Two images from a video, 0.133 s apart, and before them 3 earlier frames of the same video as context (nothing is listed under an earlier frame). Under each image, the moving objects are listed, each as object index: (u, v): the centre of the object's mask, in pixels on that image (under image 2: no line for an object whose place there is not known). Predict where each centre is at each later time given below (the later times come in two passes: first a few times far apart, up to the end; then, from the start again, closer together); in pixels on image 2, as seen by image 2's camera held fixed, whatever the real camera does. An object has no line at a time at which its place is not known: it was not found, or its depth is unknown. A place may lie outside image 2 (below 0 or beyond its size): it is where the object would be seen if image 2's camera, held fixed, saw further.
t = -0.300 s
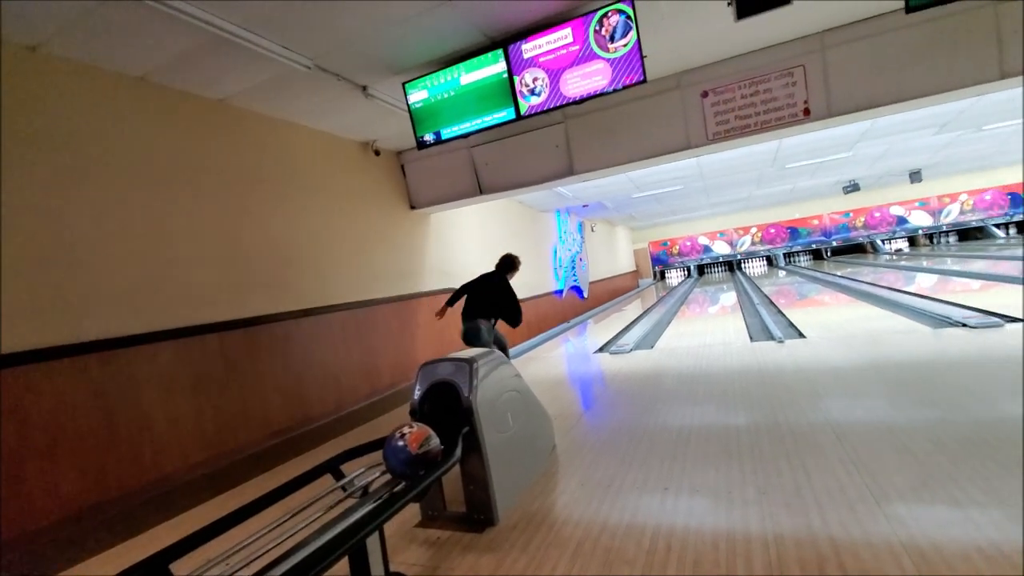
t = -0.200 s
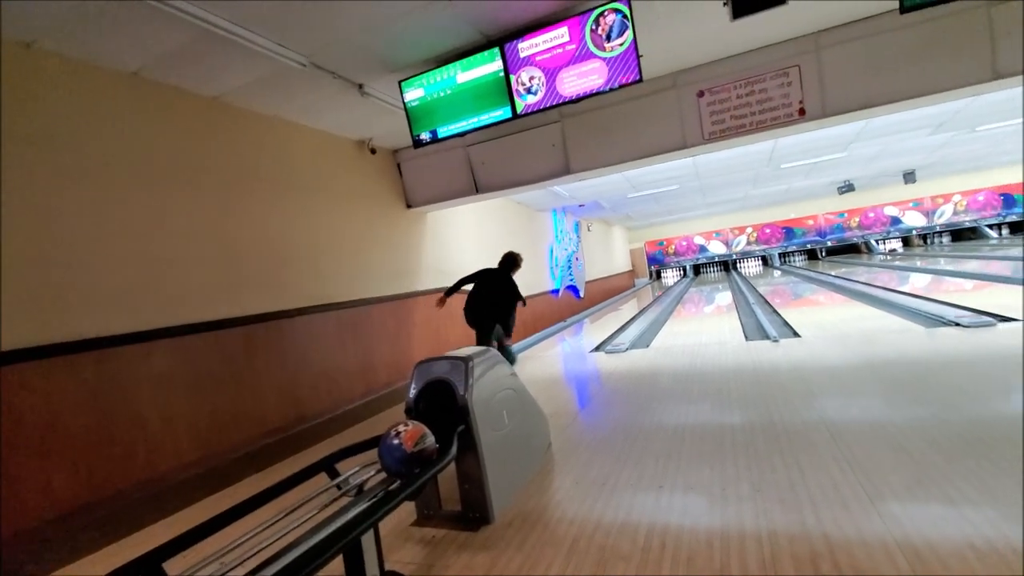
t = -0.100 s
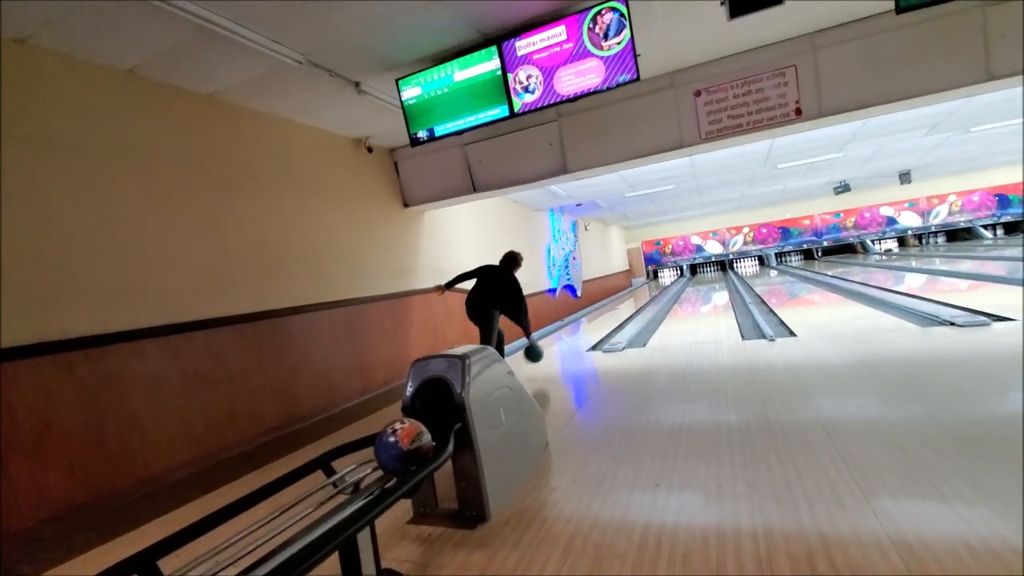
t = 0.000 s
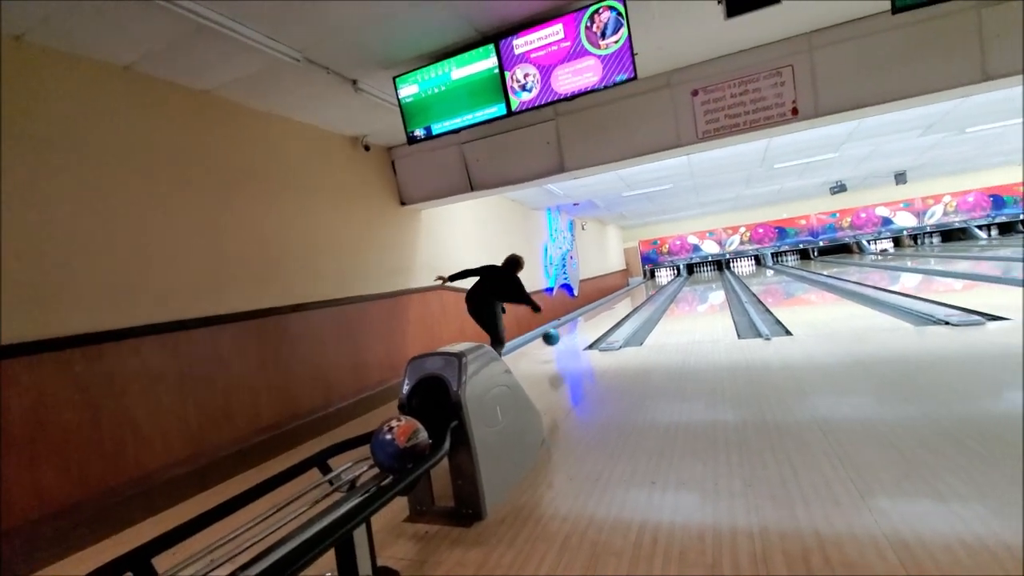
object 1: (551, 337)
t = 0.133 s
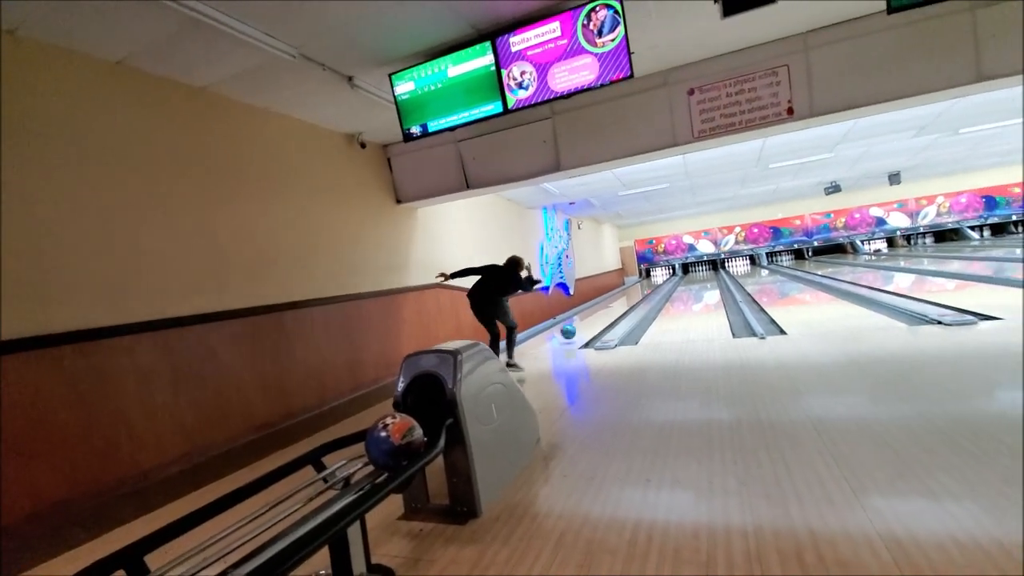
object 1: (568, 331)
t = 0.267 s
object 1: (584, 325)
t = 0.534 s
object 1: (607, 310)
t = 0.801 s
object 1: (620, 301)
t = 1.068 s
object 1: (631, 294)
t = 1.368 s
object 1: (639, 287)
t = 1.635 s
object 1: (645, 284)
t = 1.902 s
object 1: (649, 281)
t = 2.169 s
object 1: (653, 277)
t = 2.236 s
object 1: (654, 277)
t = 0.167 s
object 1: (573, 332)
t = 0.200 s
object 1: (577, 329)
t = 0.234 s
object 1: (580, 327)
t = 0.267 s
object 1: (584, 325)
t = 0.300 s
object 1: (587, 323)
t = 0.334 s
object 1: (591, 321)
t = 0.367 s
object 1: (594, 318)
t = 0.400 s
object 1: (597, 316)
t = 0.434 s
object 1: (600, 314)
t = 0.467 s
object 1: (603, 313)
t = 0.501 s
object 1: (605, 311)
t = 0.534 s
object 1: (607, 310)
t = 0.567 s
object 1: (609, 309)
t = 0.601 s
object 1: (611, 308)
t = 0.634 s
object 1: (614, 306)
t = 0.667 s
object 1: (616, 305)
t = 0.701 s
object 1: (617, 304)
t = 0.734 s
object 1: (619, 303)
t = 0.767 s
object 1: (620, 302)
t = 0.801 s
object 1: (620, 301)
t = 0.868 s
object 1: (623, 300)
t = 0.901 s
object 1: (624, 299)
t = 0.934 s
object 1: (626, 298)
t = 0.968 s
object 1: (628, 297)
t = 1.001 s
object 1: (629, 297)
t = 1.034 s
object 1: (630, 296)
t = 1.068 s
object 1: (631, 294)
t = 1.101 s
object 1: (631, 293)
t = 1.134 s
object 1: (632, 292)
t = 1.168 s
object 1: (633, 291)
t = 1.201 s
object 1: (634, 291)
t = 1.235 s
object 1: (635, 290)
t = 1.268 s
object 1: (636, 289)
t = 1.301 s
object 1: (637, 288)
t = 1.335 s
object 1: (638, 287)
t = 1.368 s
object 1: (639, 287)
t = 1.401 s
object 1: (640, 287)
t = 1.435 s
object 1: (641, 287)
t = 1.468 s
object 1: (642, 287)
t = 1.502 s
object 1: (643, 287)
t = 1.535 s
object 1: (644, 286)
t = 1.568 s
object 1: (645, 285)
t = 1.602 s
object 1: (645, 284)
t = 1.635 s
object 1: (645, 284)
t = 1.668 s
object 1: (645, 284)
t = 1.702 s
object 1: (646, 283)
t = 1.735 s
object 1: (647, 283)
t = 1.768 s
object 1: (648, 281)
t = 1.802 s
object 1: (648, 281)
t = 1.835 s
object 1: (650, 280)
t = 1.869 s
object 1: (650, 280)
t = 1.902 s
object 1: (649, 281)
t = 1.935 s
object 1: (649, 281)
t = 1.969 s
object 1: (650, 280)
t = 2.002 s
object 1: (652, 282)
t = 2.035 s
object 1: (652, 280)
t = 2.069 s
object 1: (653, 279)
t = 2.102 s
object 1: (654, 278)
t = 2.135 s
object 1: (655, 278)
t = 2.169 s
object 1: (653, 277)
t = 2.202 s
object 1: (654, 277)
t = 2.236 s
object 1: (654, 277)
